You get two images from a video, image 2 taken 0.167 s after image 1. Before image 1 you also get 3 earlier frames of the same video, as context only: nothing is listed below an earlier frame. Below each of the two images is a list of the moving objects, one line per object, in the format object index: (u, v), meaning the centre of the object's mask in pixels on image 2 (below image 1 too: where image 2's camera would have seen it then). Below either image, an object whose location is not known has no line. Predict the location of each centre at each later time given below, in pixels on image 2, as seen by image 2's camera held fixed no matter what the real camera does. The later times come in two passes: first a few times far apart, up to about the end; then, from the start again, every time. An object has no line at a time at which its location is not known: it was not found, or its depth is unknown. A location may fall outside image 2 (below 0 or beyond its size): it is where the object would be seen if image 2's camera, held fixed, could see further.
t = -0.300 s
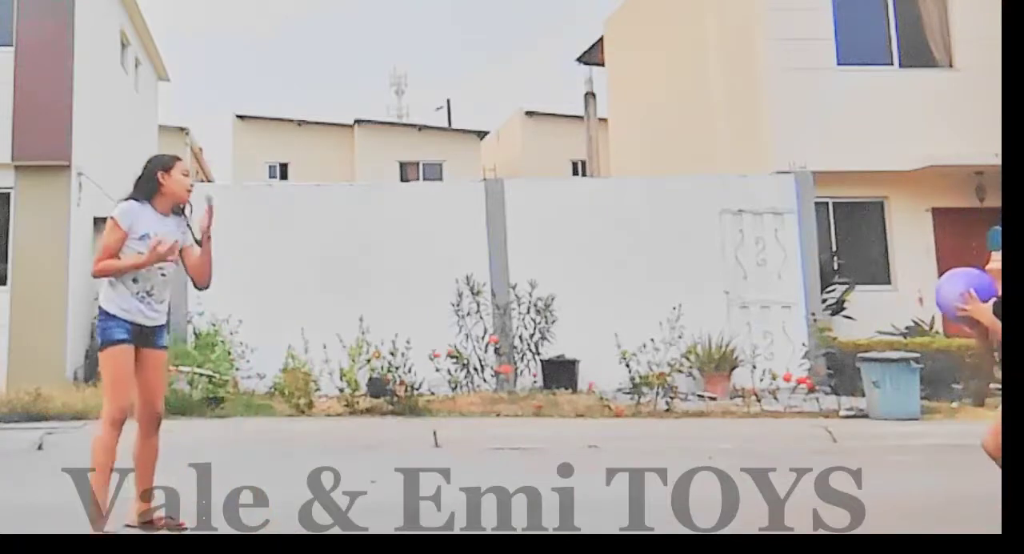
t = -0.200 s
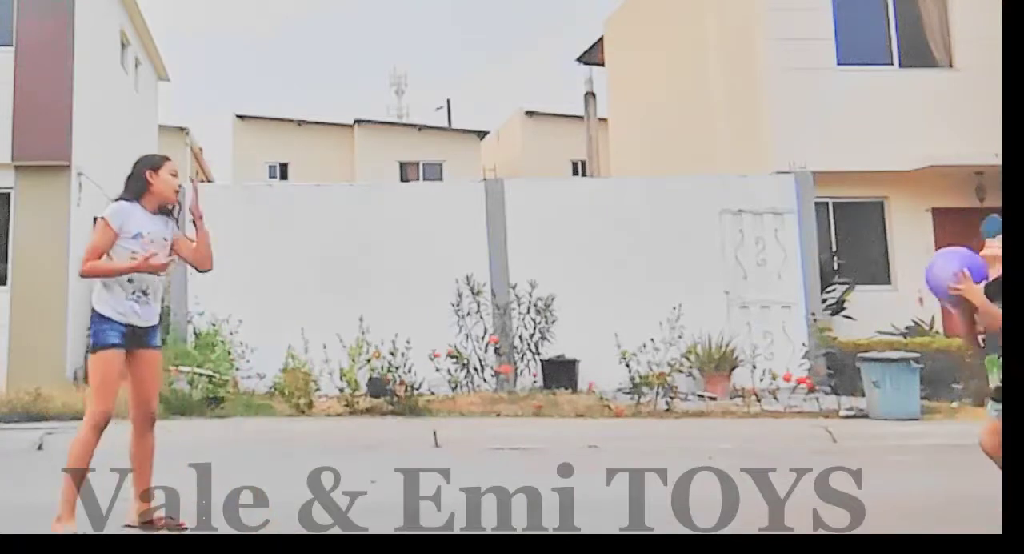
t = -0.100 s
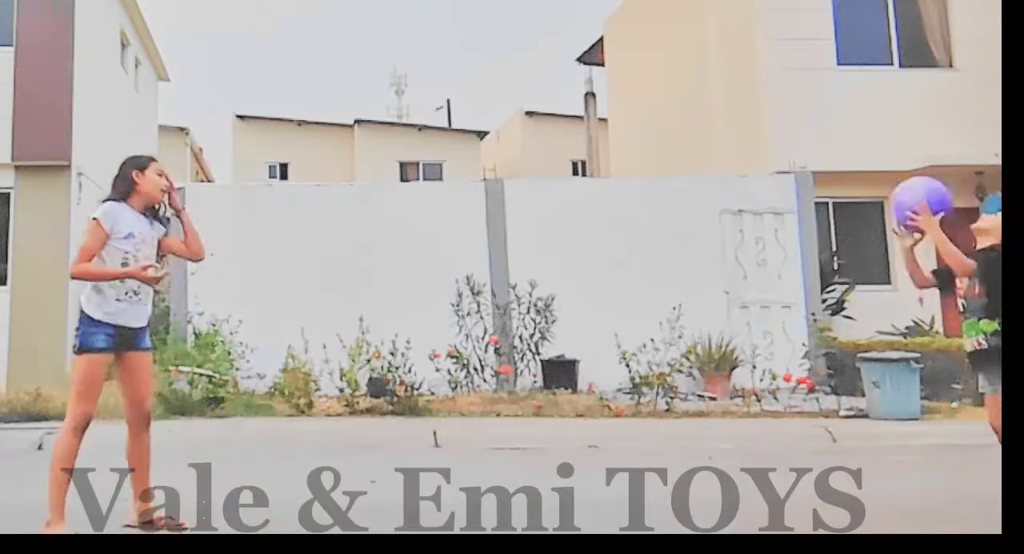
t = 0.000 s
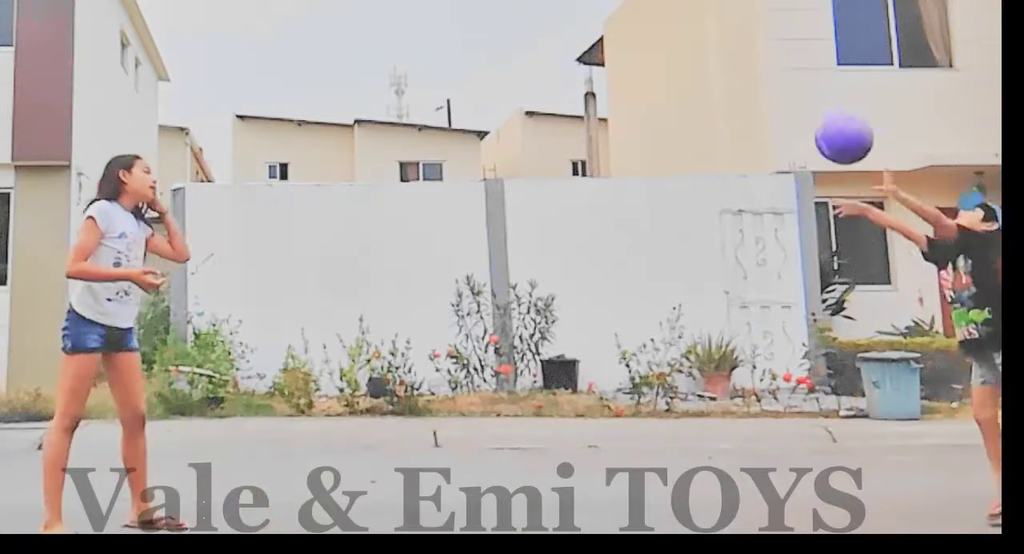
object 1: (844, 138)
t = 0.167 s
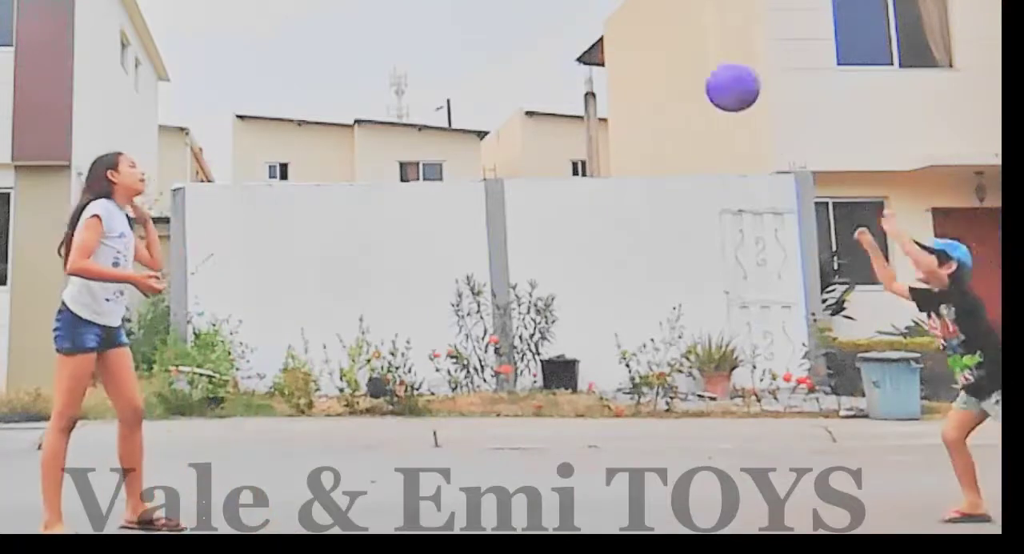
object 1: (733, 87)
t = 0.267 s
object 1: (674, 90)
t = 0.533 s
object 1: (532, 193)
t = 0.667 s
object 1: (474, 293)
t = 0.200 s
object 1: (712, 85)
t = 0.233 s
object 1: (693, 86)
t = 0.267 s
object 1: (674, 90)
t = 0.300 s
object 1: (655, 97)
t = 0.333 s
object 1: (636, 106)
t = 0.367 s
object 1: (619, 117)
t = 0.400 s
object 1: (599, 126)
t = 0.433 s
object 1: (581, 140)
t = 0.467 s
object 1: (564, 155)
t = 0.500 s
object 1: (548, 173)
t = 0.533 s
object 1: (532, 193)
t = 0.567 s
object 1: (516, 214)
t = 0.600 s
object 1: (503, 238)
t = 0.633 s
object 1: (489, 264)
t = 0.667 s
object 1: (474, 293)
